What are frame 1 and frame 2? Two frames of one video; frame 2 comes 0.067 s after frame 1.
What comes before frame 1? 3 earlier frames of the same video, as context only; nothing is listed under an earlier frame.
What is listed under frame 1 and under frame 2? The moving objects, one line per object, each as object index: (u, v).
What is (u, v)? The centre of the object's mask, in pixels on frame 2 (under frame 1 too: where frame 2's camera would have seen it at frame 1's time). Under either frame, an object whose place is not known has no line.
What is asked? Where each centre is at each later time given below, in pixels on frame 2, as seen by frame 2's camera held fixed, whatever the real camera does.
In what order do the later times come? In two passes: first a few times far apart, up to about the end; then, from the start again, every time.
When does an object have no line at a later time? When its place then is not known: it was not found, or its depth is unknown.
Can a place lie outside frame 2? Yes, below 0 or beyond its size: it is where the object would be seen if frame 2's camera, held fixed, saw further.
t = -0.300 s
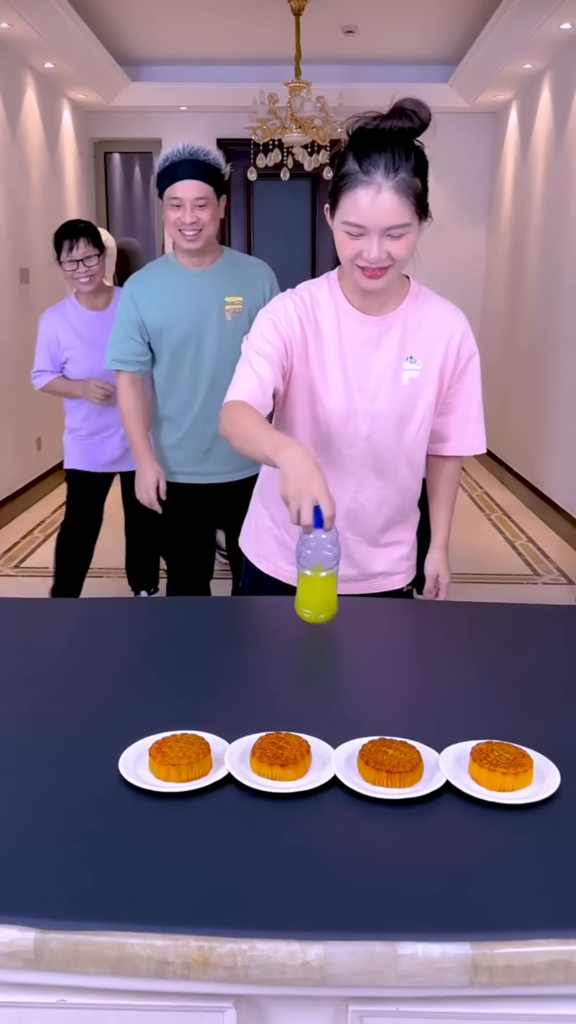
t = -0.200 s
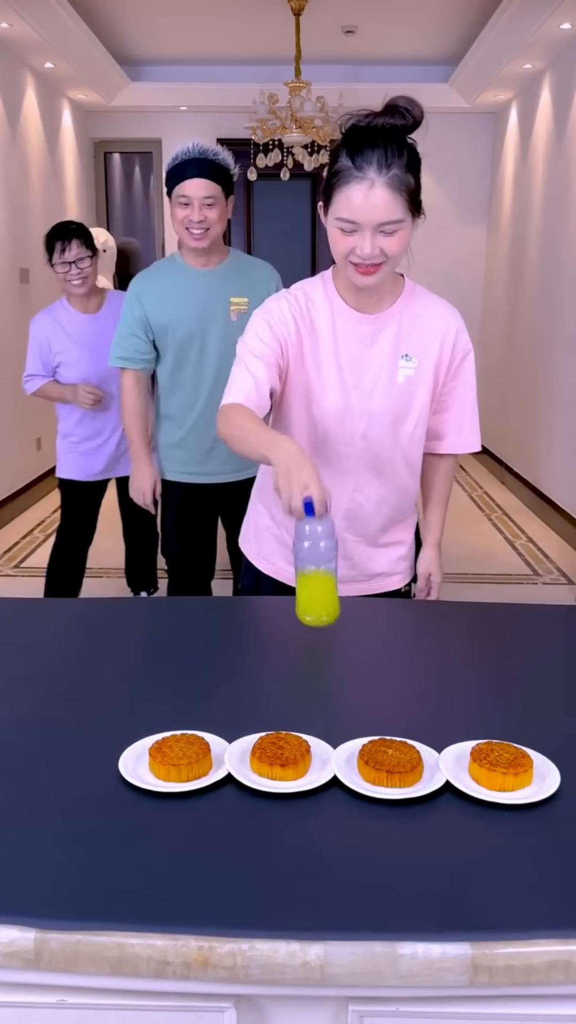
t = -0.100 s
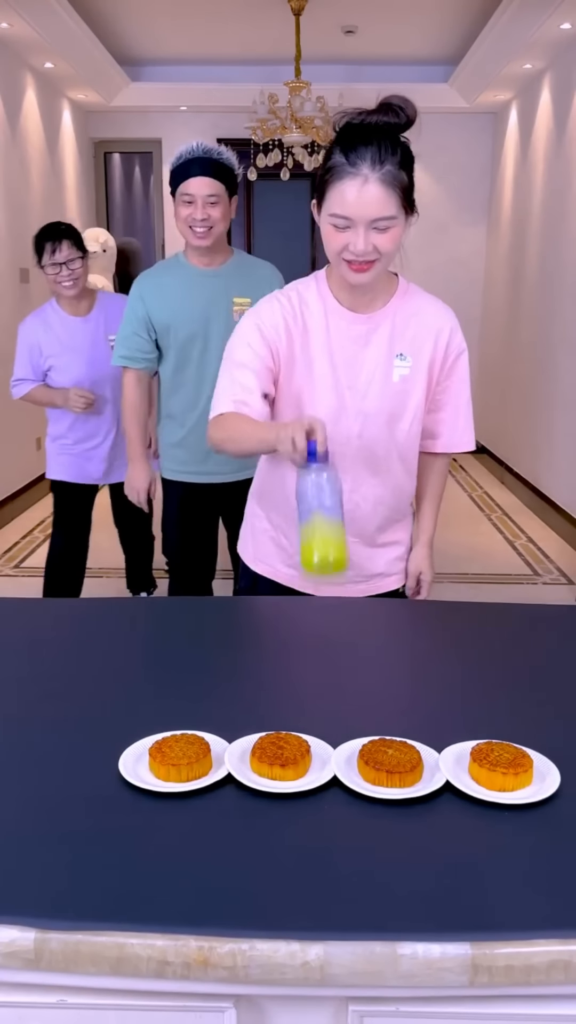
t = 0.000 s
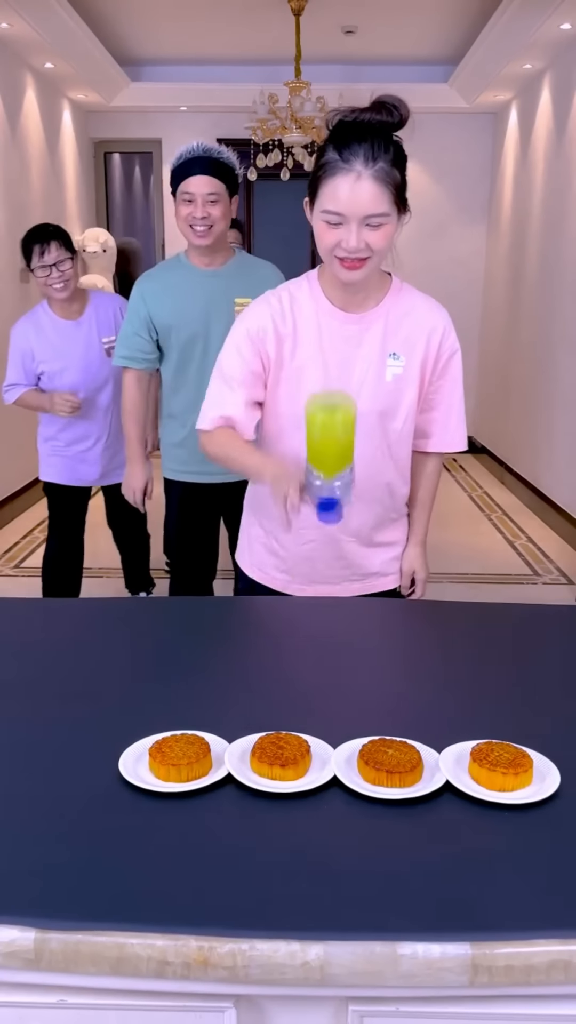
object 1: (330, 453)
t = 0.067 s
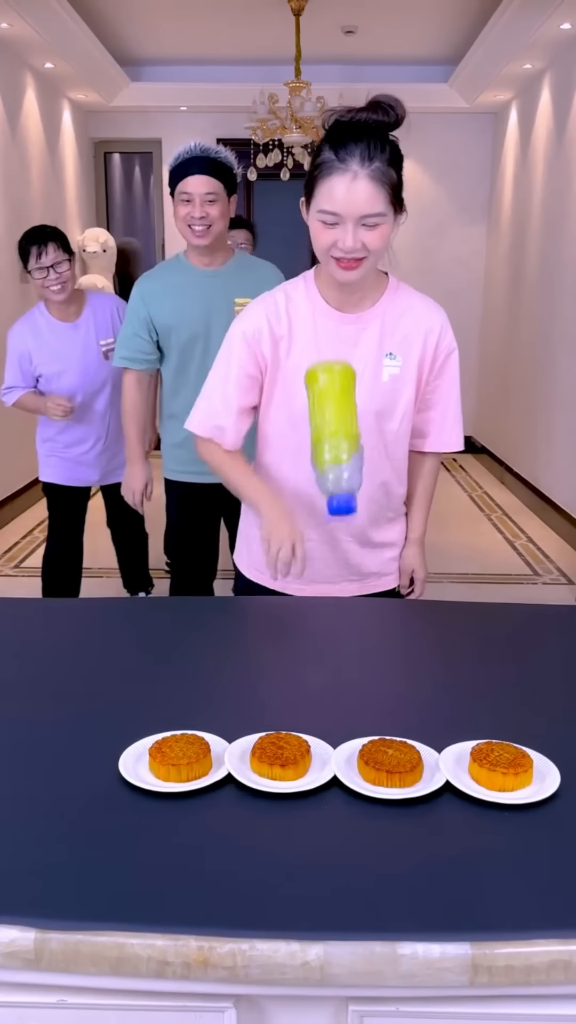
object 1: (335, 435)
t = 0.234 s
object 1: (340, 512)
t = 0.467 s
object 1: (347, 684)
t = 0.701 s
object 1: (352, 690)
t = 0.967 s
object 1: (355, 690)
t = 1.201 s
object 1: (354, 690)
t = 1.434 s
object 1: (354, 690)
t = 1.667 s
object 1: (354, 690)
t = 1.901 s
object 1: (354, 689)
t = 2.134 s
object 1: (354, 690)
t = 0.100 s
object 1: (336, 427)
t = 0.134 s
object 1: (337, 434)
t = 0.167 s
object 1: (337, 450)
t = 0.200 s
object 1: (339, 477)
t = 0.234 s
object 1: (340, 512)
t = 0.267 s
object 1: (341, 571)
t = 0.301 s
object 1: (341, 622)
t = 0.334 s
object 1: (342, 633)
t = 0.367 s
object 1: (342, 645)
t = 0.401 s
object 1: (344, 677)
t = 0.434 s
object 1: (346, 682)
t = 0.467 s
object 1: (347, 684)
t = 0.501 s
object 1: (348, 689)
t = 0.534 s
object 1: (348, 689)
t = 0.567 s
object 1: (349, 689)
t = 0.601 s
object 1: (351, 690)
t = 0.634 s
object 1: (352, 690)
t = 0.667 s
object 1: (352, 690)
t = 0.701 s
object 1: (352, 690)
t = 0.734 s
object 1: (353, 690)
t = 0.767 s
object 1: (354, 690)
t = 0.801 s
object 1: (355, 690)
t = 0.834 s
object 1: (355, 690)
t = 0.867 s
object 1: (355, 690)
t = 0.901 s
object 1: (356, 690)
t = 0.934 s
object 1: (356, 690)
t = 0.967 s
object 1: (355, 690)
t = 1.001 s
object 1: (355, 689)
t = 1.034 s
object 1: (355, 689)
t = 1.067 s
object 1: (355, 690)
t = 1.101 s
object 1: (354, 690)
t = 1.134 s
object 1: (354, 690)
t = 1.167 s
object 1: (354, 690)
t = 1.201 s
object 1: (354, 690)
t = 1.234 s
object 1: (354, 690)
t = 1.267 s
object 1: (354, 690)
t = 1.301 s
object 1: (354, 690)
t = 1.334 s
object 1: (354, 690)
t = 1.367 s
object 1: (354, 690)
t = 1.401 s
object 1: (354, 690)
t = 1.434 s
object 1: (354, 690)
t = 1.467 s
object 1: (354, 690)
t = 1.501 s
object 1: (354, 690)
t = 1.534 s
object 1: (354, 690)
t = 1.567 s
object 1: (354, 690)
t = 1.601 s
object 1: (354, 690)
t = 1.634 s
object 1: (354, 690)
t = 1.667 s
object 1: (354, 690)
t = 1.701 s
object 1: (354, 689)
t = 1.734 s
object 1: (354, 689)
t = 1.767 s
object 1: (354, 689)
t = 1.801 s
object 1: (354, 689)
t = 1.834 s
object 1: (354, 689)
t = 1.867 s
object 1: (354, 689)
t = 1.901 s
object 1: (354, 689)
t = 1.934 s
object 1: (354, 689)
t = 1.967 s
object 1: (354, 689)
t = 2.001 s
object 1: (354, 689)
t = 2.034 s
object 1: (354, 690)
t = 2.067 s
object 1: (354, 690)
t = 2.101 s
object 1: (354, 690)
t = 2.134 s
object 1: (354, 690)
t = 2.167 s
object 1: (354, 690)
